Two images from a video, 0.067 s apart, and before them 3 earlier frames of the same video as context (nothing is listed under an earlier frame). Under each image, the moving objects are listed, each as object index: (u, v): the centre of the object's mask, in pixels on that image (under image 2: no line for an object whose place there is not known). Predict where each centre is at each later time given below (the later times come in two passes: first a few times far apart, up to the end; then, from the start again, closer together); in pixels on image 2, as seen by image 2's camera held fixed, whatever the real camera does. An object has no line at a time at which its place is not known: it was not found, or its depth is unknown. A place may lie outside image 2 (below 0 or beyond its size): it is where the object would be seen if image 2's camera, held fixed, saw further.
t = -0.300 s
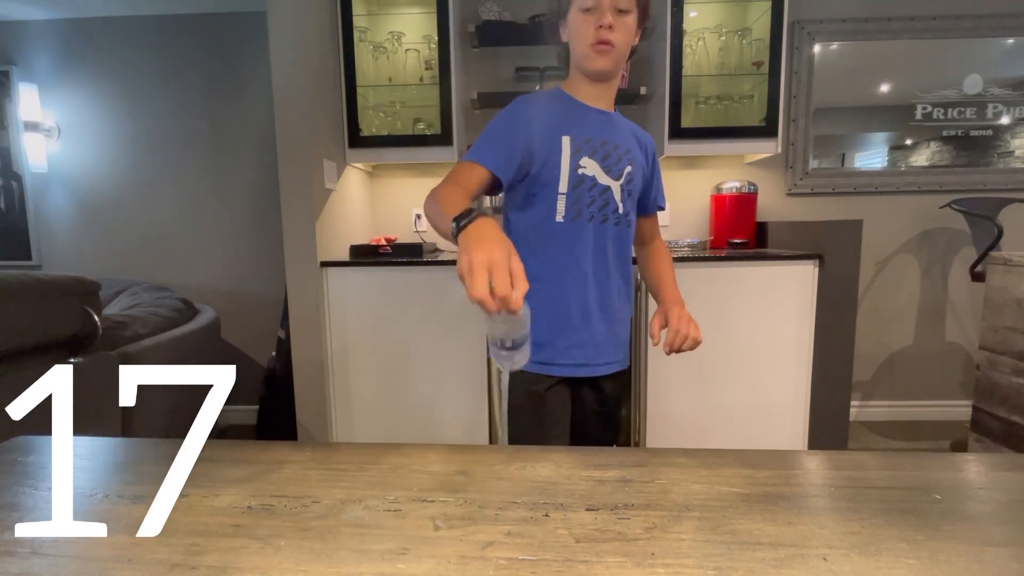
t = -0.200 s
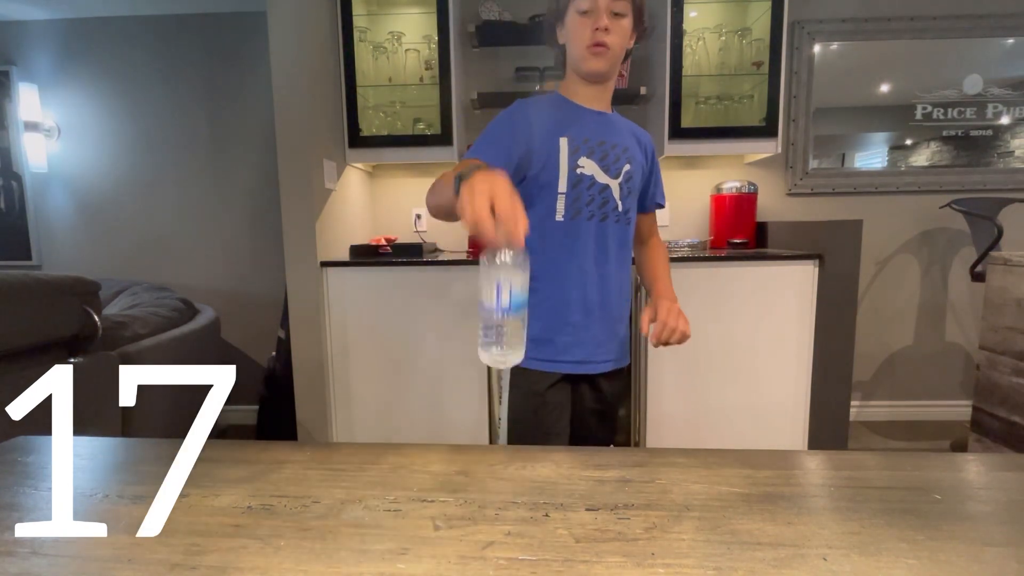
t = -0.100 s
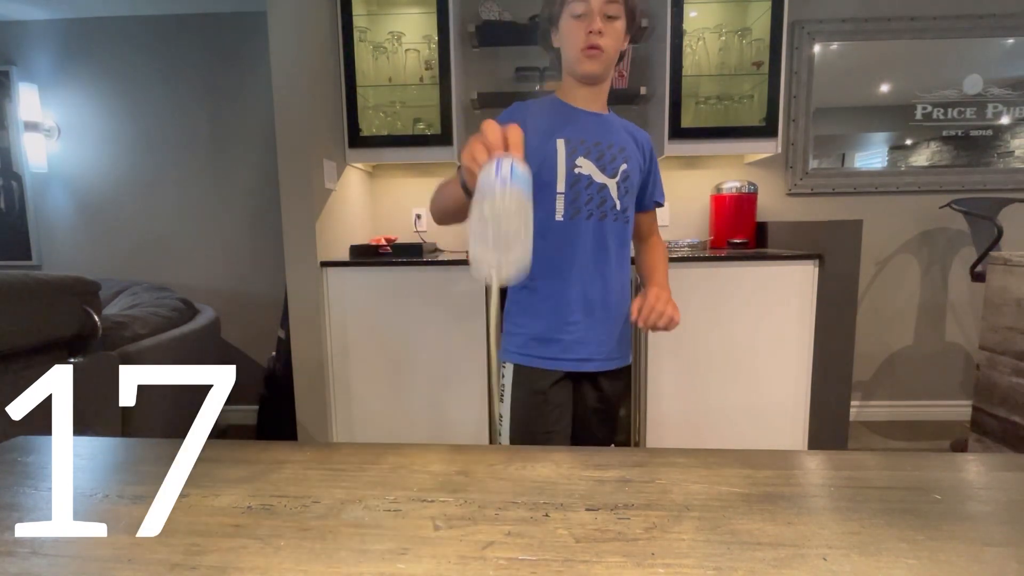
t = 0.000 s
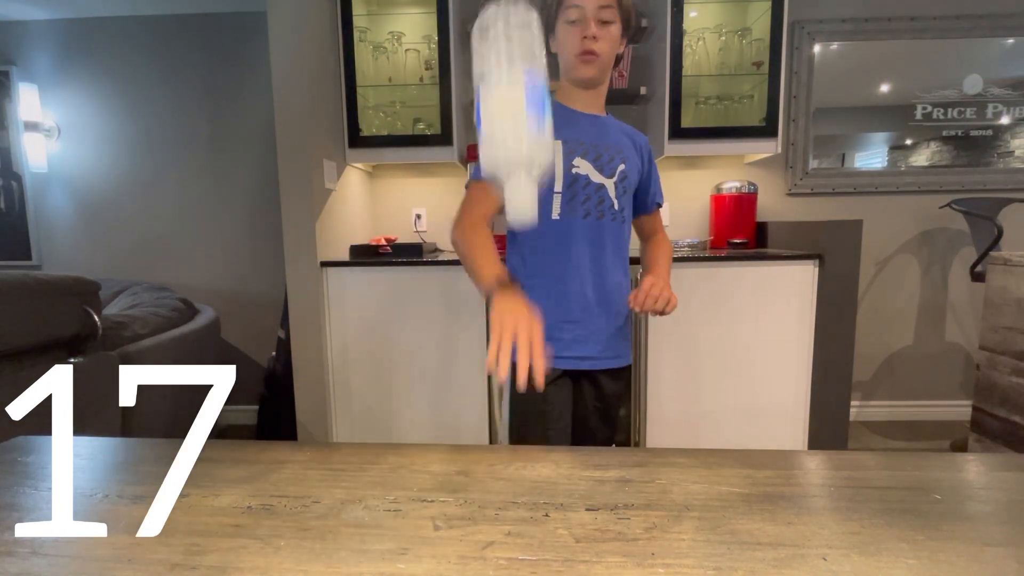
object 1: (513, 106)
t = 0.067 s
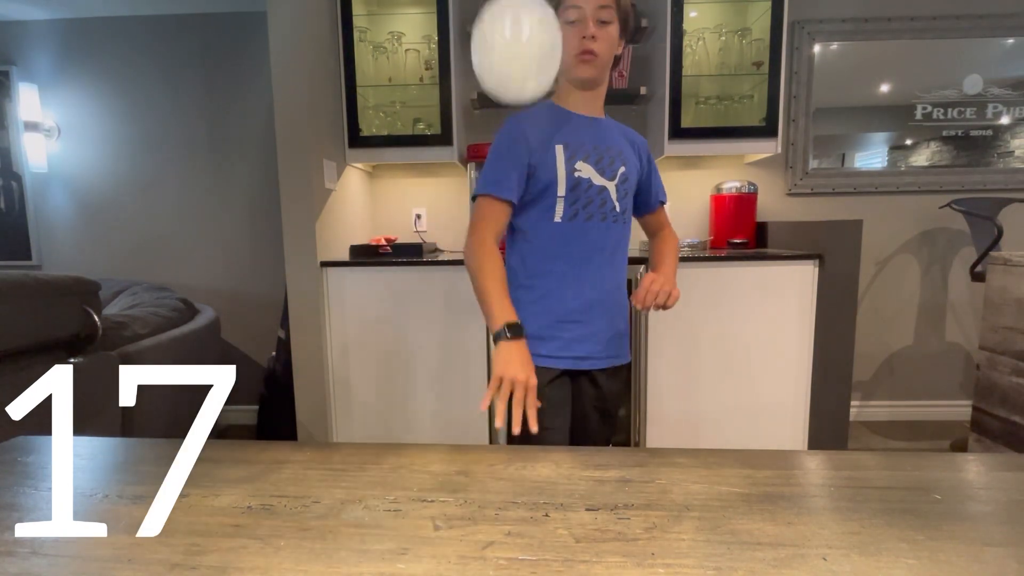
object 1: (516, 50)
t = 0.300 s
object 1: (559, 354)
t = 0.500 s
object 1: (590, 466)
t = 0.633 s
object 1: (613, 467)
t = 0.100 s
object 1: (520, 40)
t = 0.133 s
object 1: (527, 53)
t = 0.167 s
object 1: (531, 74)
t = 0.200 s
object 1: (536, 107)
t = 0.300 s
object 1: (559, 354)
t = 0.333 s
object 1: (565, 453)
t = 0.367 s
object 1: (565, 463)
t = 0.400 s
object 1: (571, 464)
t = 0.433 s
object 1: (579, 465)
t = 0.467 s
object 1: (585, 466)
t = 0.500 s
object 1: (590, 466)
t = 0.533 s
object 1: (601, 465)
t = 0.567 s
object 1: (613, 467)
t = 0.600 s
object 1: (616, 467)
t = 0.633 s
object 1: (613, 467)
